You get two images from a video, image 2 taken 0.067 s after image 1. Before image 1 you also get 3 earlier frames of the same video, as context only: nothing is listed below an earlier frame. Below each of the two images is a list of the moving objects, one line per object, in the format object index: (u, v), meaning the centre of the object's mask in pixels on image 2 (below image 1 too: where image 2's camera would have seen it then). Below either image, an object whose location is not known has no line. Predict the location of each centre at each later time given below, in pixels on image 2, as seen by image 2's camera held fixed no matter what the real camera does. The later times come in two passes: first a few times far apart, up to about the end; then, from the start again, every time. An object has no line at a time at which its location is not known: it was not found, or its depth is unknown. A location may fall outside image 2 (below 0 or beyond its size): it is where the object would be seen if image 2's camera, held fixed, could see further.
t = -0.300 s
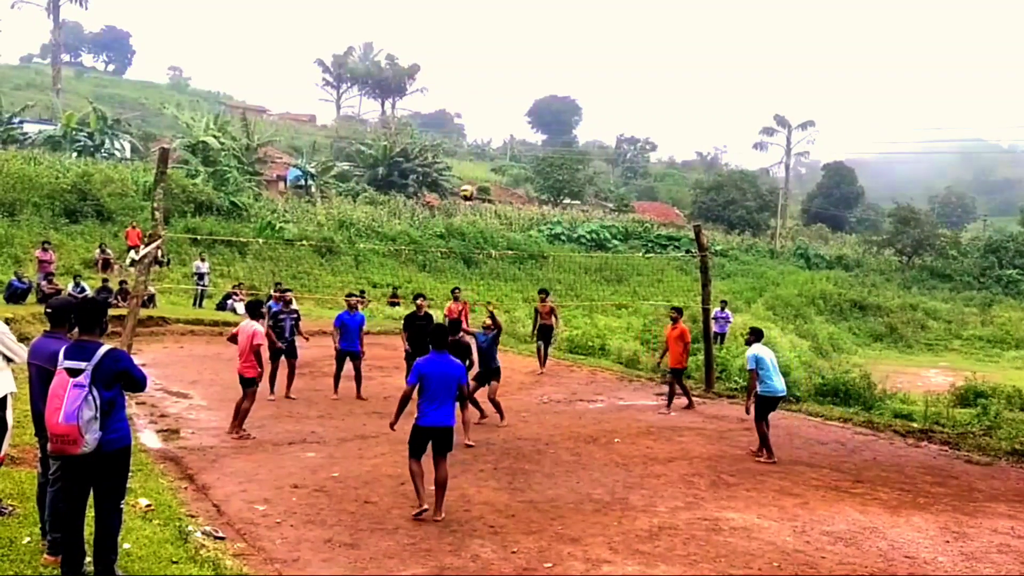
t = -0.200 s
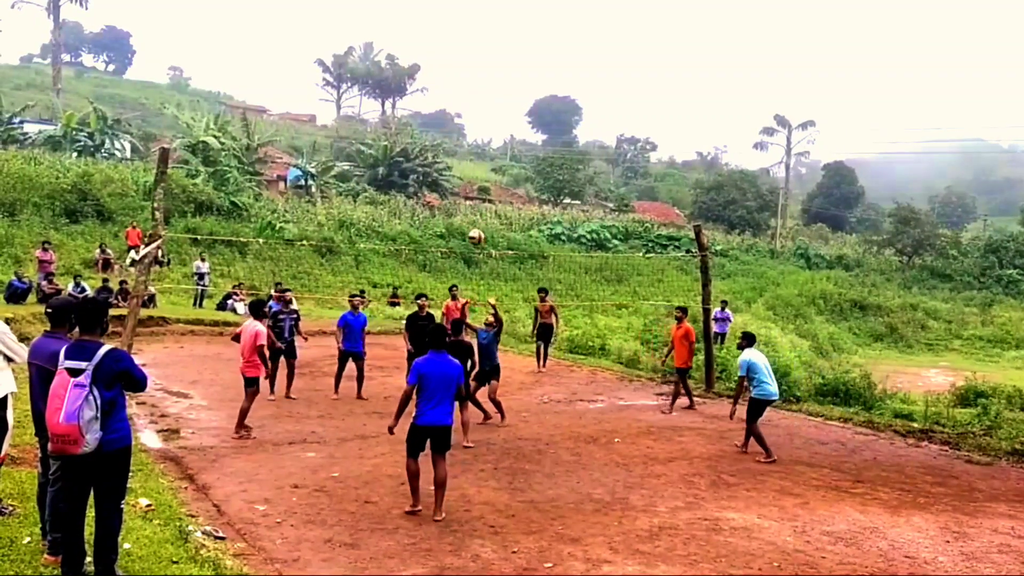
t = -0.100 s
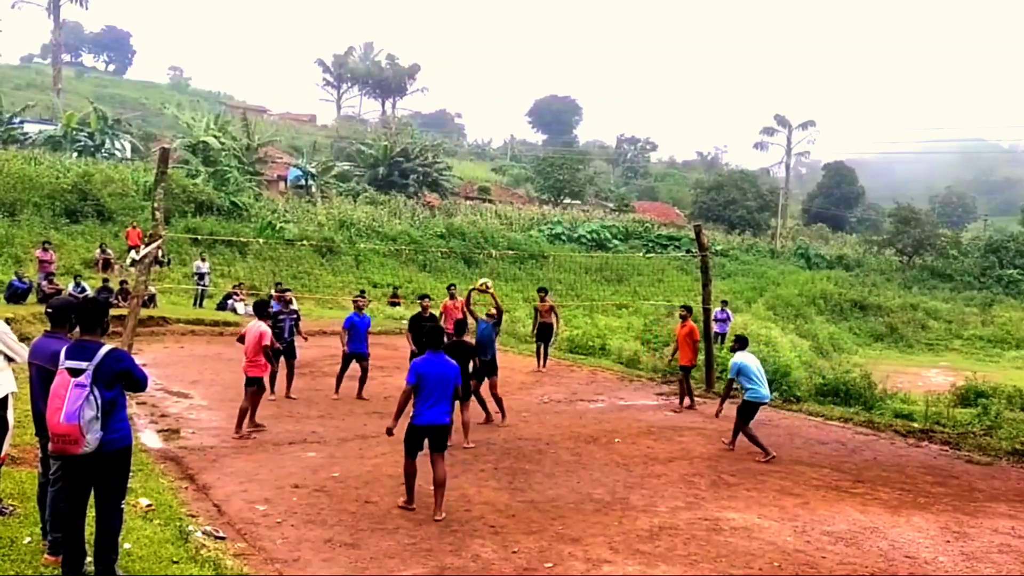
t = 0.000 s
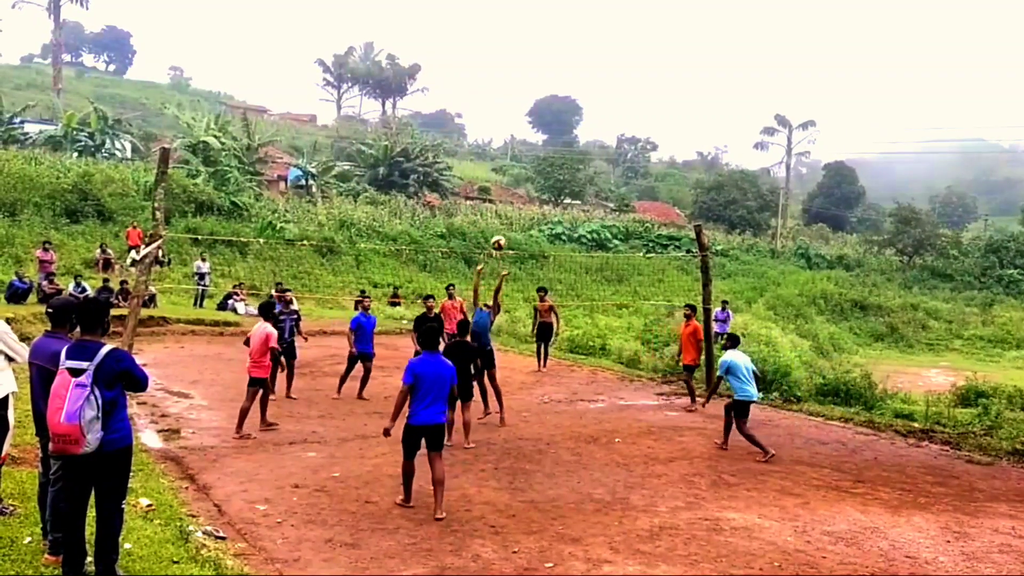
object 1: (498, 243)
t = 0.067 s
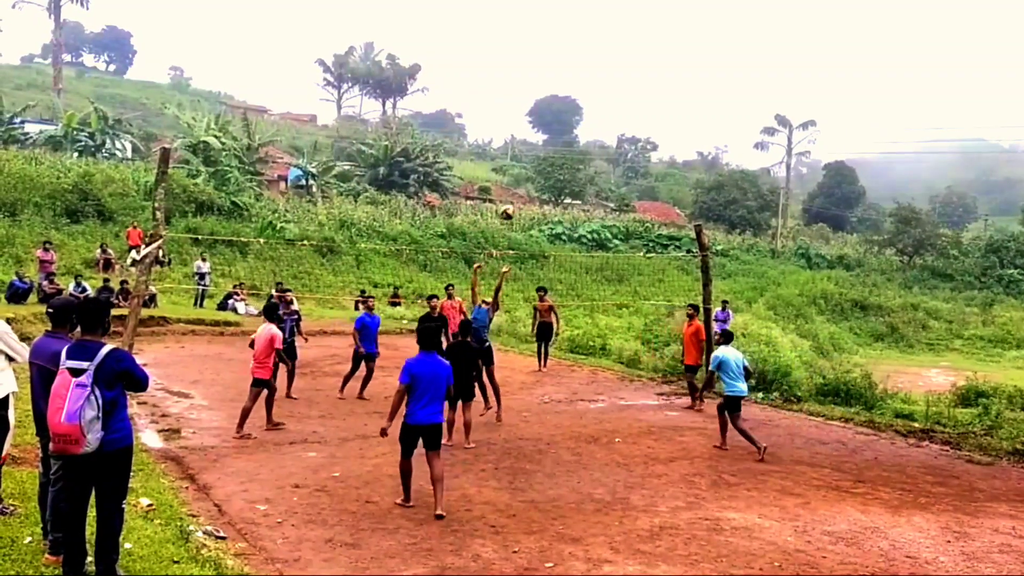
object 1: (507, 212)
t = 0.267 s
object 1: (535, 142)
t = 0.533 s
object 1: (569, 94)
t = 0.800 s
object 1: (599, 96)
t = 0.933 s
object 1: (613, 116)
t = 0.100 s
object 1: (512, 198)
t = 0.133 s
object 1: (517, 185)
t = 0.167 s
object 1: (521, 173)
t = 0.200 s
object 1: (526, 162)
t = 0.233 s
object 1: (530, 151)
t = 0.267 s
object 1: (535, 142)
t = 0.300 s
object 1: (539, 133)
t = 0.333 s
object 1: (544, 125)
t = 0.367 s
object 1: (548, 117)
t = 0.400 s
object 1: (552, 110)
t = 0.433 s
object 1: (556, 105)
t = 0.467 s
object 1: (560, 101)
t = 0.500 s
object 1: (565, 97)
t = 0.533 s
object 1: (569, 94)
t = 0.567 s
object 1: (573, 91)
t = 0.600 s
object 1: (577, 90)
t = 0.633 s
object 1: (581, 89)
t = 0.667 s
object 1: (584, 89)
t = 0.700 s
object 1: (588, 89)
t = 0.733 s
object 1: (592, 91)
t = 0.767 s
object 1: (596, 93)
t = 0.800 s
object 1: (599, 96)
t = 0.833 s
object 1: (603, 100)
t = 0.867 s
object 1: (606, 105)
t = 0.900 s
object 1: (610, 110)
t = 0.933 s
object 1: (613, 116)
